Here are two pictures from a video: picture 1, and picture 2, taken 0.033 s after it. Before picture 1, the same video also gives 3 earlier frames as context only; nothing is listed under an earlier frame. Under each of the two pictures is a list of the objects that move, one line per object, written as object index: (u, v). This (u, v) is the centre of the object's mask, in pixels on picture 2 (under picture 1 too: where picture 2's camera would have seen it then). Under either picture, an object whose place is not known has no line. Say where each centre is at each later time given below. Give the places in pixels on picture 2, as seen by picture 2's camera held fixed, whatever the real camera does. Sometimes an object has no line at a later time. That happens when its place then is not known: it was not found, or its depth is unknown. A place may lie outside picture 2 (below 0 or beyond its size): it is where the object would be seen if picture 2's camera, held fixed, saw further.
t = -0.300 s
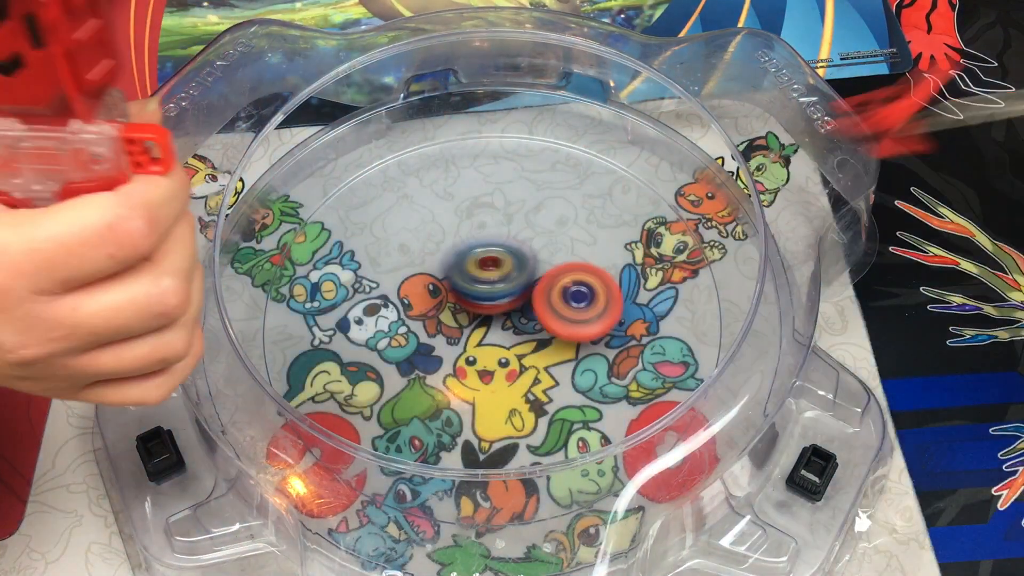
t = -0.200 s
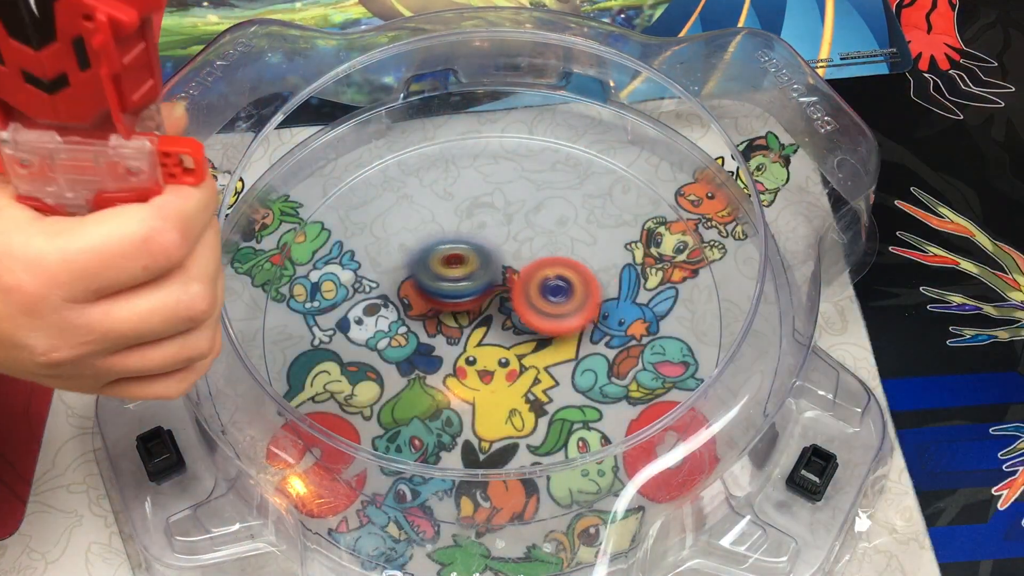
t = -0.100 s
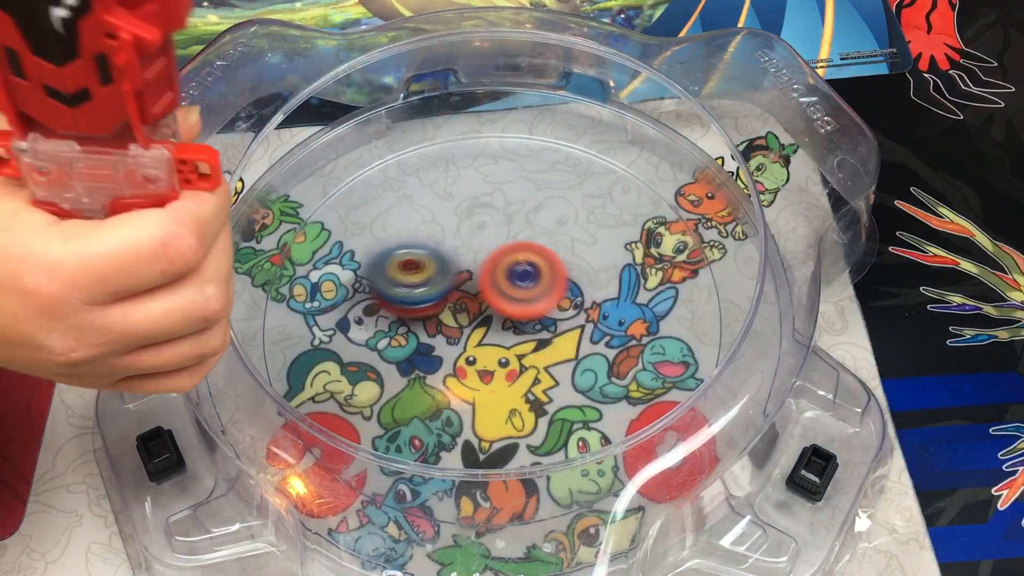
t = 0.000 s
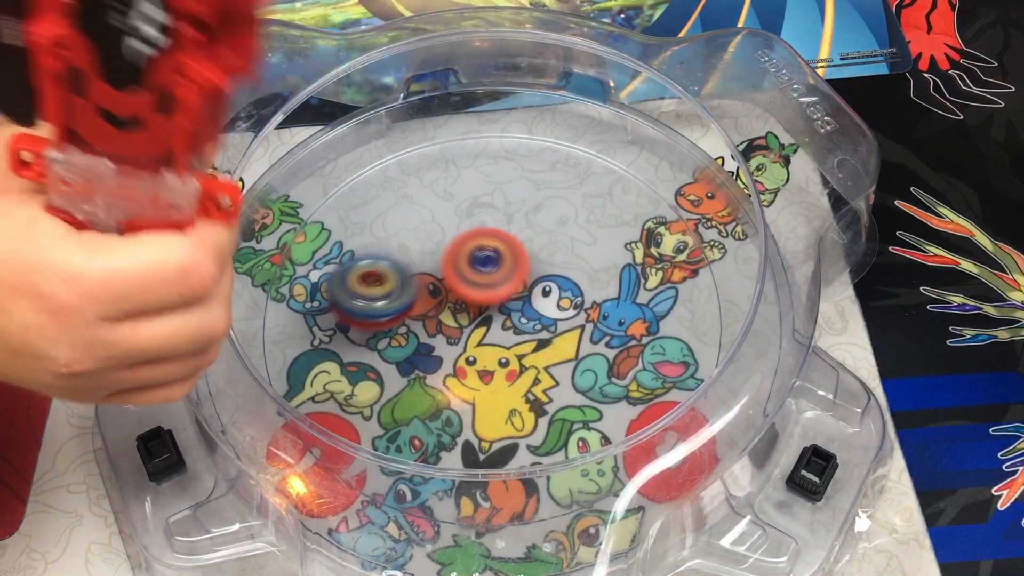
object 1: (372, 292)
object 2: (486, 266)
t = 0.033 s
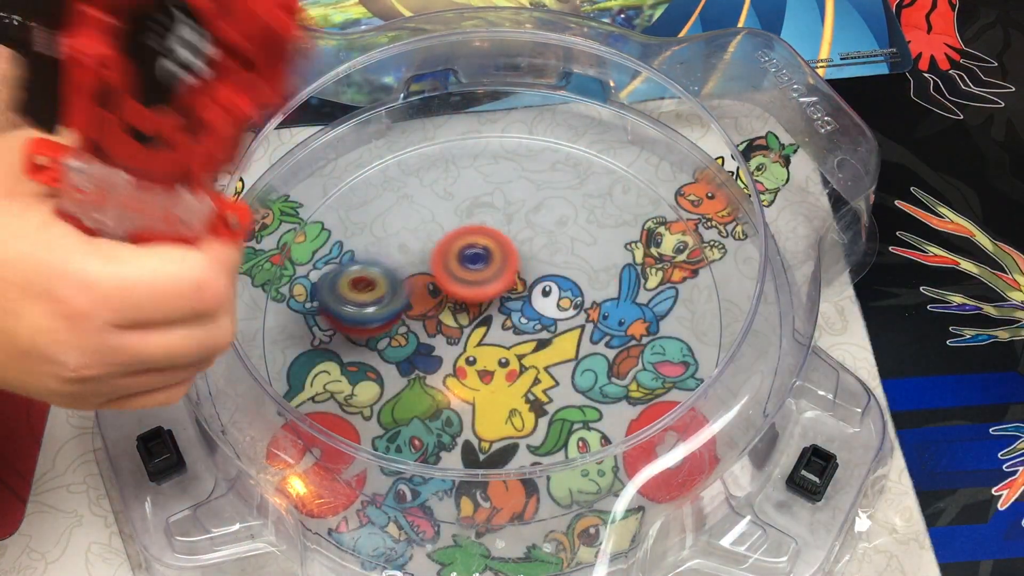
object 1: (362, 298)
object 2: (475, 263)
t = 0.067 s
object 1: (355, 304)
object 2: (465, 264)
